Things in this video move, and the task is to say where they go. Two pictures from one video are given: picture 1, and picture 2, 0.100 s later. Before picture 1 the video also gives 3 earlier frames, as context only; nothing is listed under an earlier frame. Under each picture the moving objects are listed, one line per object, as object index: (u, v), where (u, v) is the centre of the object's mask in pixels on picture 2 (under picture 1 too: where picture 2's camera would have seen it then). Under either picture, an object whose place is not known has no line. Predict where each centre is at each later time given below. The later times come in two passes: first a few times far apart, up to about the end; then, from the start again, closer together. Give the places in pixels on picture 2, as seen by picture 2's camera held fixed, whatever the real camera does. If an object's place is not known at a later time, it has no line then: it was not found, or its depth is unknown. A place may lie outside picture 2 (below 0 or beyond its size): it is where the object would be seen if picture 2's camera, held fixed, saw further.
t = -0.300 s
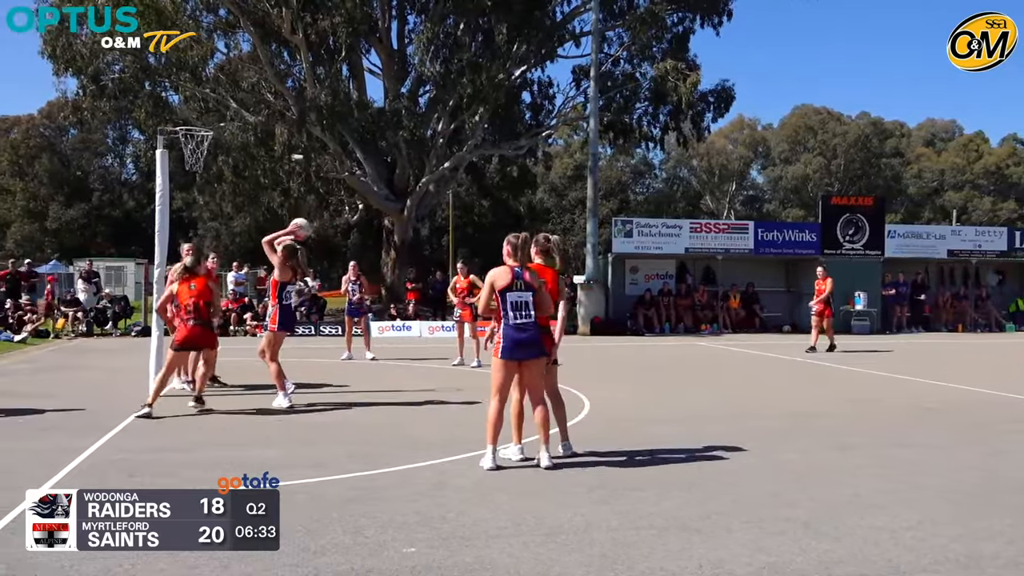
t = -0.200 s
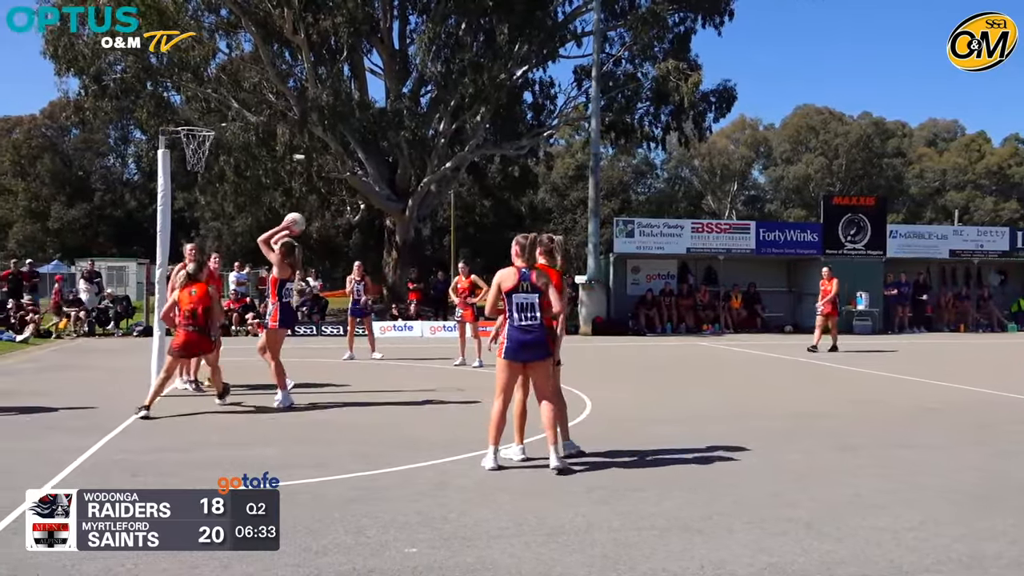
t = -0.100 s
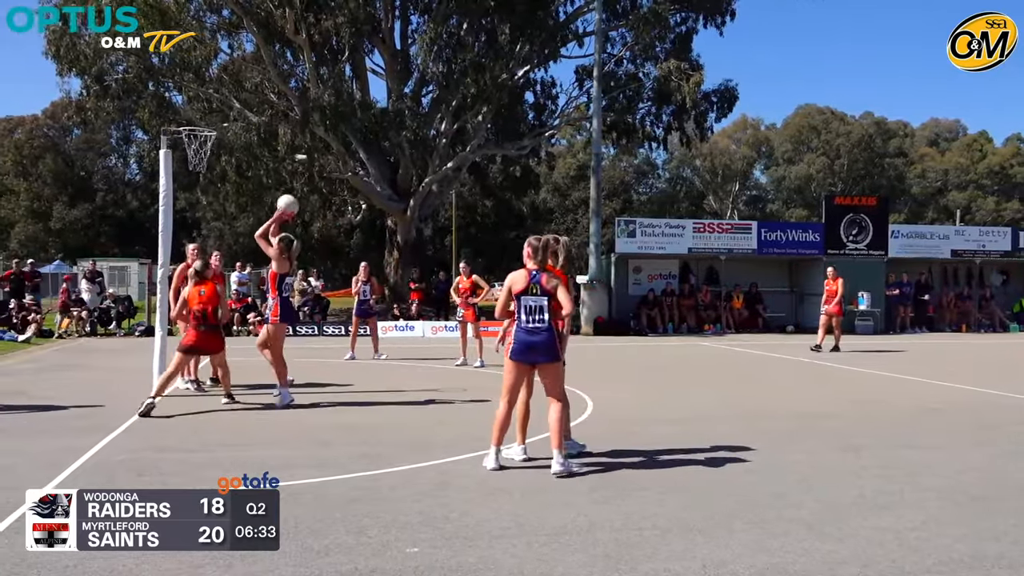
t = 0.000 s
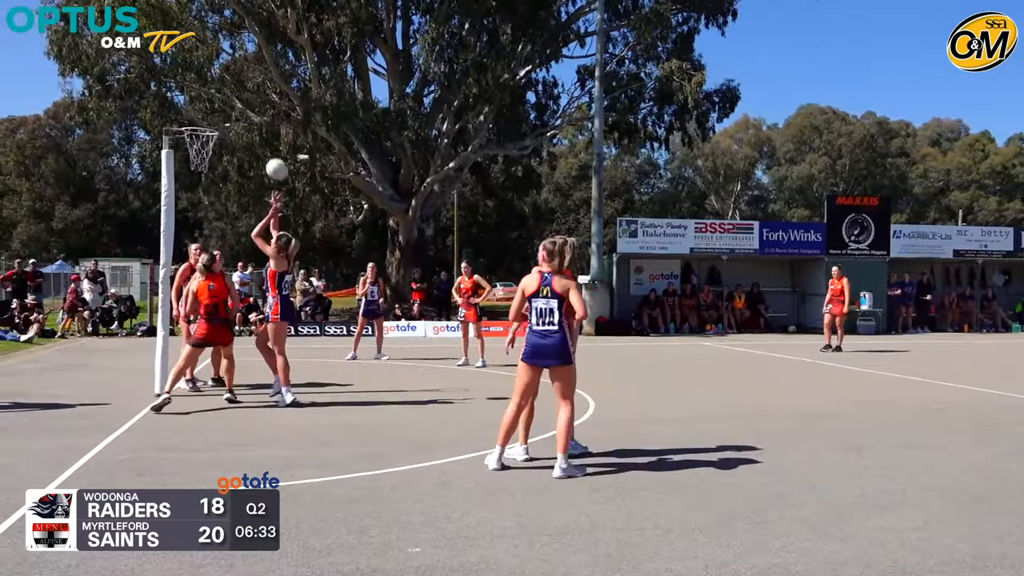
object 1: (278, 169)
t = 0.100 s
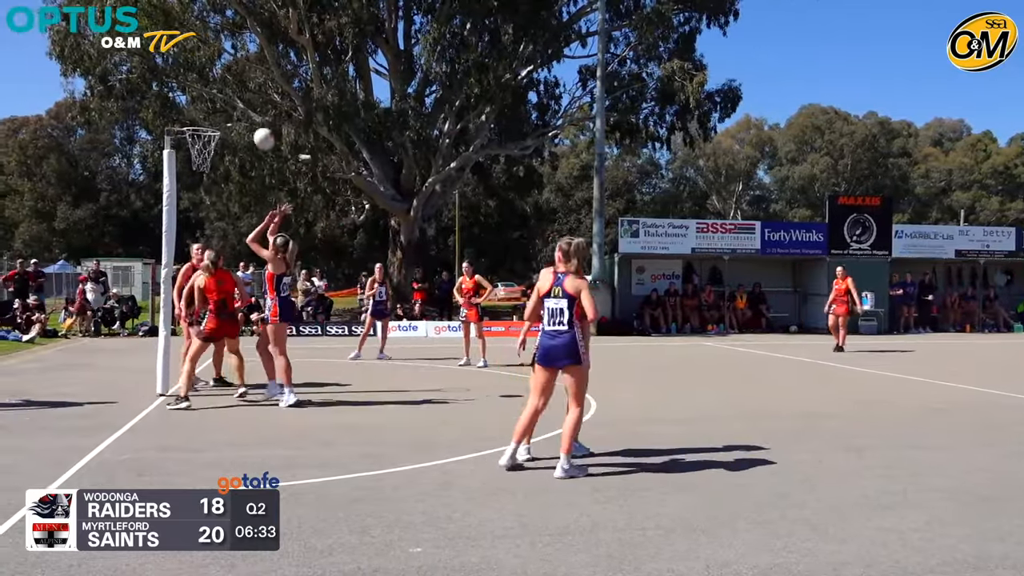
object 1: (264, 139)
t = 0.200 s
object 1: (251, 118)
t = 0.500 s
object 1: (212, 110)
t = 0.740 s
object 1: (197, 116)
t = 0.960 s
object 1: (195, 132)
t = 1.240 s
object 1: (201, 166)
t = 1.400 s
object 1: (204, 201)
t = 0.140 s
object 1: (258, 129)
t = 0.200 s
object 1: (251, 118)
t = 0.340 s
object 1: (232, 104)
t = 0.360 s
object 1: (230, 103)
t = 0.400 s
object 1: (224, 103)
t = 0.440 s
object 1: (219, 105)
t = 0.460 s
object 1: (217, 106)
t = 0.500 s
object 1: (212, 110)
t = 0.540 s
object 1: (207, 114)
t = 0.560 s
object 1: (205, 117)
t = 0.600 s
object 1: (200, 122)
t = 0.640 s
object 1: (199, 120)
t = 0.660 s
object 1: (198, 119)
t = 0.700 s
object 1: (198, 117)
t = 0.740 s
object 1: (197, 116)
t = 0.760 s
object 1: (197, 116)
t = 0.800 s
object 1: (197, 117)
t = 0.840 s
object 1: (197, 118)
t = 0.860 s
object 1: (196, 119)
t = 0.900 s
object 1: (196, 122)
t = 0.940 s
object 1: (195, 130)
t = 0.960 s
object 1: (195, 132)
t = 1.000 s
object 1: (195, 139)
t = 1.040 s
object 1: (195, 143)
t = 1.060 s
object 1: (195, 145)
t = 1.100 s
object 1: (197, 150)
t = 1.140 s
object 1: (199, 155)
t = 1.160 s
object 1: (199, 156)
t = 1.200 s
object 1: (200, 161)
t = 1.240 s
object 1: (201, 166)
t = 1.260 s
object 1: (201, 169)
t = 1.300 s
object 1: (203, 177)
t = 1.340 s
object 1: (204, 185)
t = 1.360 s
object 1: (204, 191)
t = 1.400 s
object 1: (204, 201)
